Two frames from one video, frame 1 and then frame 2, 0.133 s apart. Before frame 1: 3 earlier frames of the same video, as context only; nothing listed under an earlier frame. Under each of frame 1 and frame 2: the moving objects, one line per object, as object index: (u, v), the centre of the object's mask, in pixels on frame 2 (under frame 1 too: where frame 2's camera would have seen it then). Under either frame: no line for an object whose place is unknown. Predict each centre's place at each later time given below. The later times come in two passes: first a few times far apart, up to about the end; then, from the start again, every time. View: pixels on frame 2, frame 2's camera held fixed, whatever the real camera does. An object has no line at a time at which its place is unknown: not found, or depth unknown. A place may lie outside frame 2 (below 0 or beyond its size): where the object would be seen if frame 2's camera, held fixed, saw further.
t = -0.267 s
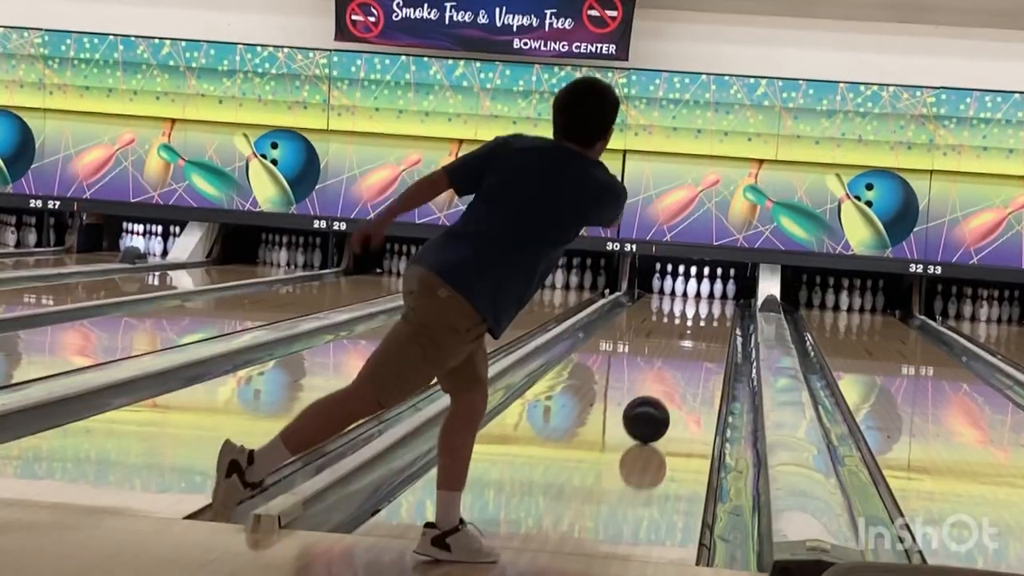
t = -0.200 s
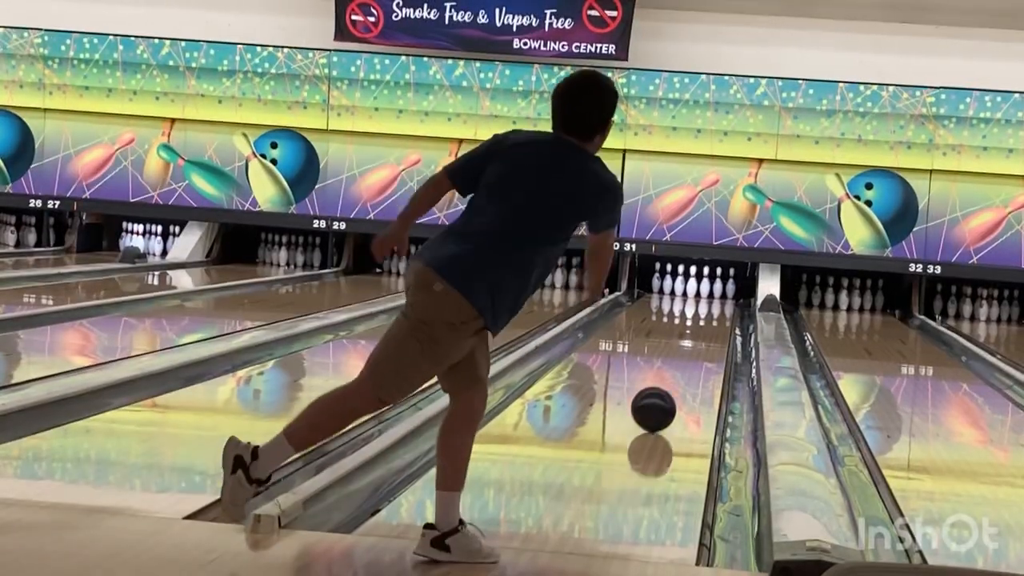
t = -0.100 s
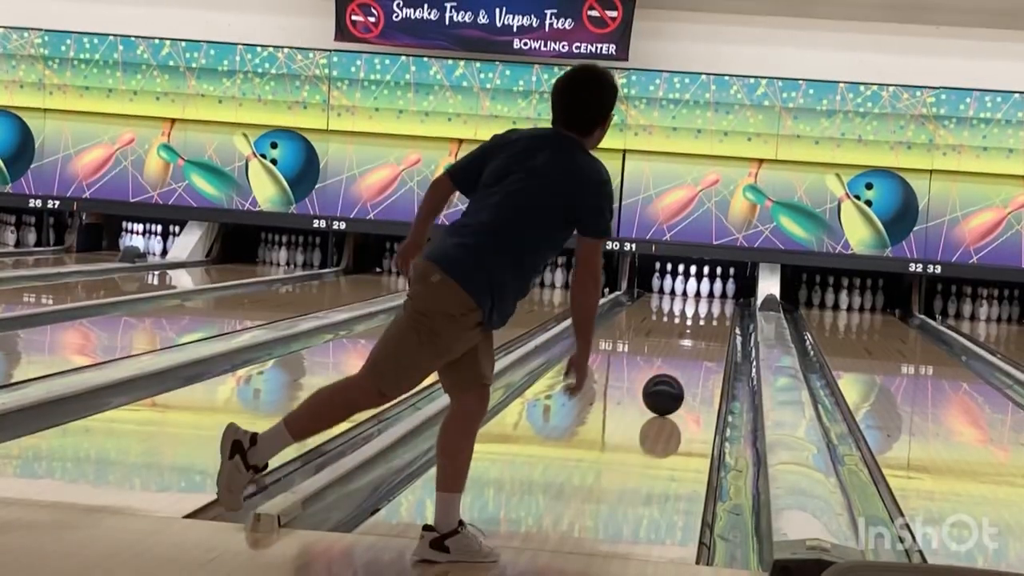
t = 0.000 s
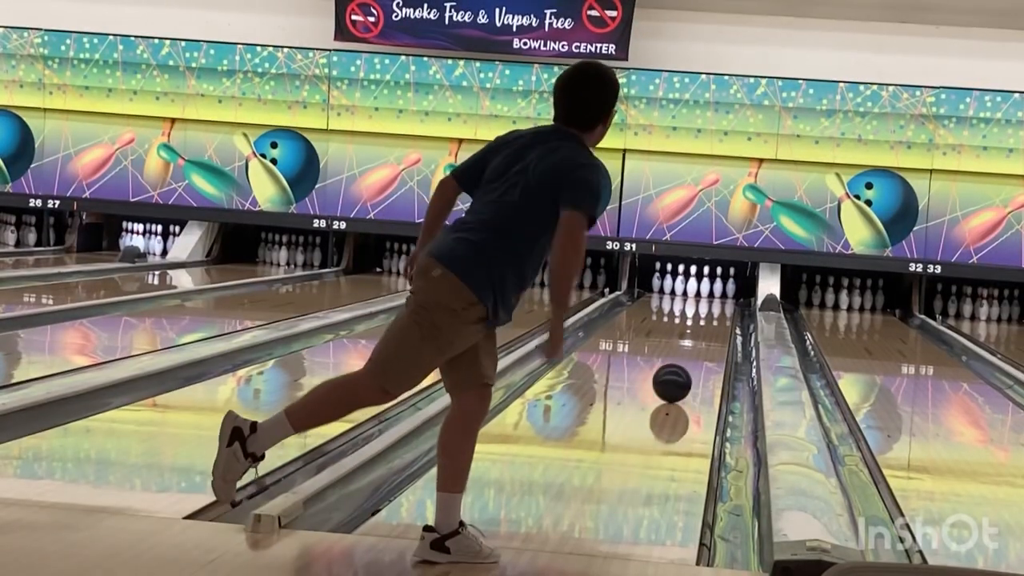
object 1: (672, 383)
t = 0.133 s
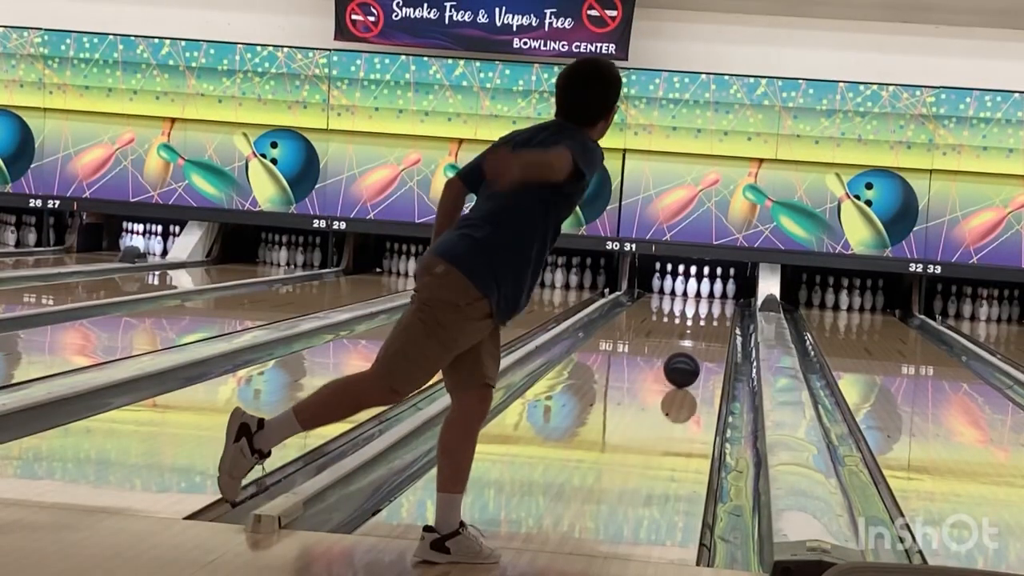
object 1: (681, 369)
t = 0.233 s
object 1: (687, 360)
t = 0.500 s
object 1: (698, 341)
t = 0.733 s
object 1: (705, 328)
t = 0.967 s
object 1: (709, 317)
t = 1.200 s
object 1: (709, 308)
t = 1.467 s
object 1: (708, 300)
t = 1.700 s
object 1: (704, 293)
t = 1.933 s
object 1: (704, 288)
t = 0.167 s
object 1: (683, 366)
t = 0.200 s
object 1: (685, 363)
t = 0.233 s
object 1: (687, 360)
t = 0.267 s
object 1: (688, 357)
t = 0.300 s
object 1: (690, 355)
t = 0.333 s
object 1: (692, 352)
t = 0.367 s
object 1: (693, 350)
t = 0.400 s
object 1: (695, 347)
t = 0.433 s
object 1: (696, 345)
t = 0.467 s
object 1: (697, 343)
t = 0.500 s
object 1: (698, 341)
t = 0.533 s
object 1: (699, 339)
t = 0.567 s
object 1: (700, 337)
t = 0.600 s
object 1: (702, 335)
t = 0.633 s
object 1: (702, 333)
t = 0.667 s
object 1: (703, 331)
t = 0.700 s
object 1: (704, 330)
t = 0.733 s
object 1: (705, 328)
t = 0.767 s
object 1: (706, 326)
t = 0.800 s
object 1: (706, 324)
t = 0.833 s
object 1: (707, 323)
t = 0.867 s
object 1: (707, 321)
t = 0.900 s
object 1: (708, 320)
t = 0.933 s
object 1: (708, 318)
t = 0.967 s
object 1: (709, 317)
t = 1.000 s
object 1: (709, 316)
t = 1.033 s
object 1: (709, 314)
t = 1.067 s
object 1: (709, 313)
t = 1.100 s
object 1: (709, 311)
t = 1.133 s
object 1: (709, 310)
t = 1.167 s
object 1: (709, 309)
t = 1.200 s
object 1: (709, 308)
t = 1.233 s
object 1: (709, 307)
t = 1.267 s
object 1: (709, 306)
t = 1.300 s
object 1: (709, 305)
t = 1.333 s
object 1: (709, 304)
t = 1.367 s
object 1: (709, 303)
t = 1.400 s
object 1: (708, 301)
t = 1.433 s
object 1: (708, 301)
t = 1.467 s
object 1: (708, 300)
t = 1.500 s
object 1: (708, 299)
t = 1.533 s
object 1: (707, 298)
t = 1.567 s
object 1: (707, 297)
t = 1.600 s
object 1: (706, 296)
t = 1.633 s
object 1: (706, 295)
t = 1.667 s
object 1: (705, 294)
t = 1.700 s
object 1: (704, 293)
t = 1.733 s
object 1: (703, 293)
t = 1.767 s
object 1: (703, 292)
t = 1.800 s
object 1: (702, 291)
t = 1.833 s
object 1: (702, 291)
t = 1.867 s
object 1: (701, 290)
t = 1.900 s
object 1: (702, 289)
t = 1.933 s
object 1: (704, 288)
